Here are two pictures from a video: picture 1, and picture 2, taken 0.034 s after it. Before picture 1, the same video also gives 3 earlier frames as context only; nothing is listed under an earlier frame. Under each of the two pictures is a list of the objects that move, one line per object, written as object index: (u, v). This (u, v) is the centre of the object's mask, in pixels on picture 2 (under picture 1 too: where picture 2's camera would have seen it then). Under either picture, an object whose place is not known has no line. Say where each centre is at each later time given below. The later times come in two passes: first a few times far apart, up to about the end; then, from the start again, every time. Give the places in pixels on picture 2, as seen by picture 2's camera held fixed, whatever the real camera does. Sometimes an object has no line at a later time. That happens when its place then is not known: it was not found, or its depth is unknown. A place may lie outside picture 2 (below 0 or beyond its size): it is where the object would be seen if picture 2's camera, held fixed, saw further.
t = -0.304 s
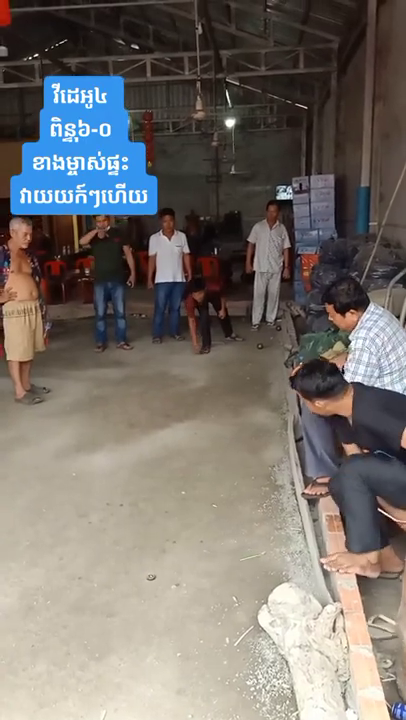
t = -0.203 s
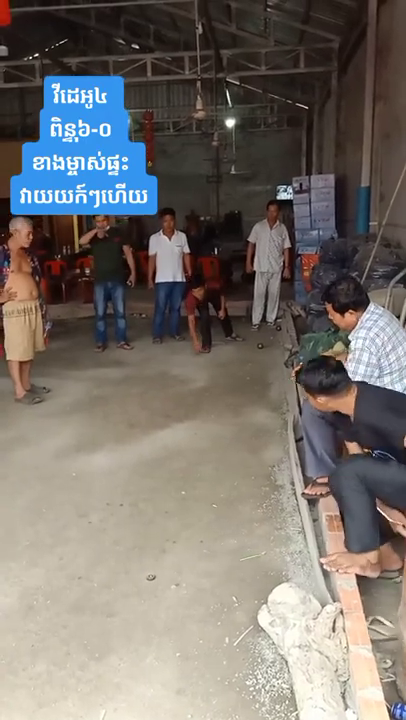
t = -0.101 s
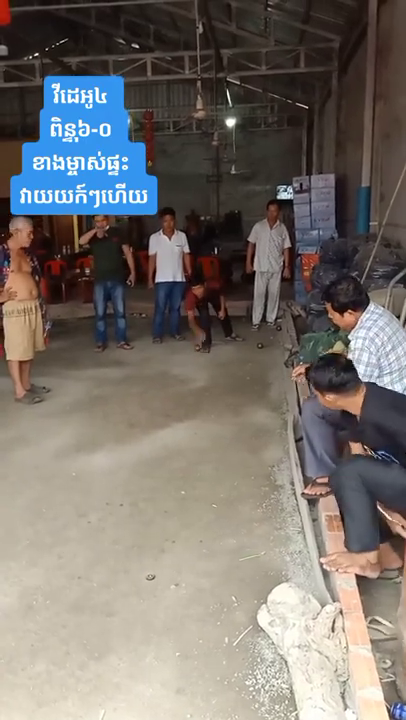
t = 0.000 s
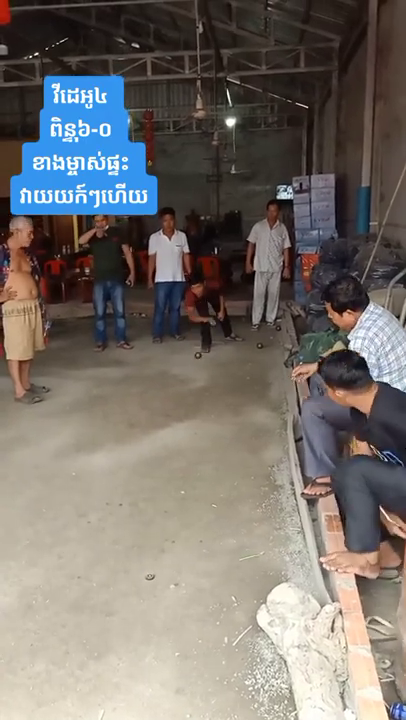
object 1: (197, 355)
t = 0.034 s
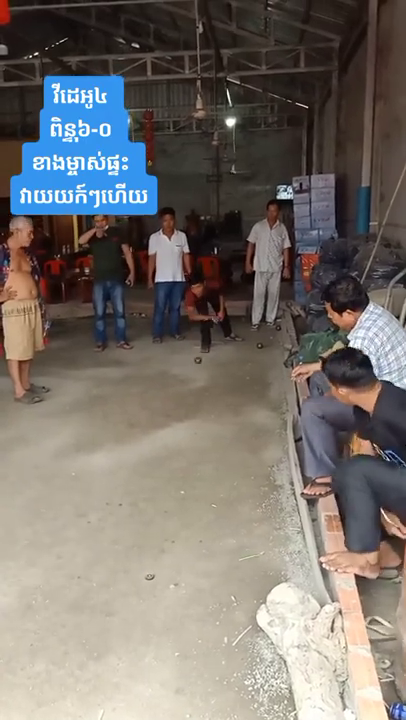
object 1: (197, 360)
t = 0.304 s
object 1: (199, 393)
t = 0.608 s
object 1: (201, 408)
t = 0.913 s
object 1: (203, 424)
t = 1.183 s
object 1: (207, 439)
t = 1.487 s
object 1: (213, 456)
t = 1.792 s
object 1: (220, 471)
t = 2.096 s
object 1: (223, 483)
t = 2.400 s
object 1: (226, 493)
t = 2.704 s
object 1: (230, 500)
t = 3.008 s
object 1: (231, 505)
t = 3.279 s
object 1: (228, 508)
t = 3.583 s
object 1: (227, 508)
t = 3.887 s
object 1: (227, 508)
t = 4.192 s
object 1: (227, 508)
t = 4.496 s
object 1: (227, 508)
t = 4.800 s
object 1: (227, 508)
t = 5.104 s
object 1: (227, 508)
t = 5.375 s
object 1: (227, 508)
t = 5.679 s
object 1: (227, 508)
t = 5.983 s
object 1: (227, 508)
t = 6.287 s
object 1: (227, 508)
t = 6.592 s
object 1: (227, 508)
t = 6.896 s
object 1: (227, 508)
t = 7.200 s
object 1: (227, 508)
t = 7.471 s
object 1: (227, 508)
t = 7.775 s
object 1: (227, 508)
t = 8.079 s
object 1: (227, 508)
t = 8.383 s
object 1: (227, 508)
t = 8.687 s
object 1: (227, 508)
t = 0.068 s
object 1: (198, 366)
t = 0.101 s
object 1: (198, 374)
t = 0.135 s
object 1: (199, 383)
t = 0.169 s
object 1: (199, 384)
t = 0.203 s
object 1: (199, 386)
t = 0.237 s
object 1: (199, 389)
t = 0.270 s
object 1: (199, 392)
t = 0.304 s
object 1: (199, 393)
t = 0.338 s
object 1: (199, 395)
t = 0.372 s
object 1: (199, 396)
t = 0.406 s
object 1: (200, 398)
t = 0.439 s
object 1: (200, 400)
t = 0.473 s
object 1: (200, 401)
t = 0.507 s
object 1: (200, 403)
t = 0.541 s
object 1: (200, 405)
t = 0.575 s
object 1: (201, 407)
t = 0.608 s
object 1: (201, 408)
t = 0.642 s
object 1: (201, 410)
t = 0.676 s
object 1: (201, 411)
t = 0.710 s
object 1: (201, 413)
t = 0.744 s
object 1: (202, 414)
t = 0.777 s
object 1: (202, 417)
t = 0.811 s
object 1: (202, 419)
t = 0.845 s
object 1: (202, 420)
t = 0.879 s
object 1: (203, 423)
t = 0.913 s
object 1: (203, 424)
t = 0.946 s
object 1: (204, 426)
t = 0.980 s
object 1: (204, 428)
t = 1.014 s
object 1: (204, 430)
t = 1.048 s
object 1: (205, 432)
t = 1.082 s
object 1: (205, 434)
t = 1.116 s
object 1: (206, 435)
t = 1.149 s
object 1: (207, 437)
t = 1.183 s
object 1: (207, 439)
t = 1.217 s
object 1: (208, 441)
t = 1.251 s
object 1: (208, 443)
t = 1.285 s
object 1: (209, 445)
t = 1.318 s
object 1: (209, 447)
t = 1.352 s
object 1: (210, 449)
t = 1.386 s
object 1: (211, 450)
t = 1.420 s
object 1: (211, 452)
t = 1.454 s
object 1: (212, 454)
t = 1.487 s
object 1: (213, 456)
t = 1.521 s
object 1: (214, 458)
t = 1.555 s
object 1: (214, 459)
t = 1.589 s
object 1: (215, 462)
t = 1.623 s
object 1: (215, 463)
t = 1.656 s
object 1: (217, 464)
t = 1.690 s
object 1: (217, 467)
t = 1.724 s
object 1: (218, 468)
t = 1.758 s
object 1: (219, 470)
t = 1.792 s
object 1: (220, 471)
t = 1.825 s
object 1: (221, 473)
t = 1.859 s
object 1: (221, 474)
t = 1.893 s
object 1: (221, 475)
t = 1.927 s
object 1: (221, 477)
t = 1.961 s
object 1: (221, 478)
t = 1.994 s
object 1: (222, 480)
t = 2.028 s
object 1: (222, 481)
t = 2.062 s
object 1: (222, 482)
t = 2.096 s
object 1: (223, 483)
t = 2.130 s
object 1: (223, 484)
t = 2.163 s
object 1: (223, 485)
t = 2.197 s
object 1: (224, 487)
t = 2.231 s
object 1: (224, 488)
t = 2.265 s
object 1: (224, 489)
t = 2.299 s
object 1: (225, 490)
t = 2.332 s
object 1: (225, 491)
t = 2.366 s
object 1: (225, 492)
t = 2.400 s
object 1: (226, 493)
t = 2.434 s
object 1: (227, 494)
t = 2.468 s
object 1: (227, 495)
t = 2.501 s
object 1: (228, 495)
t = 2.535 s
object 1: (228, 496)
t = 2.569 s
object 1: (229, 497)
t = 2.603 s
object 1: (229, 498)
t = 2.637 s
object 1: (230, 499)
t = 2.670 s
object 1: (230, 499)
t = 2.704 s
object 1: (230, 500)
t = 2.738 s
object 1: (231, 500)
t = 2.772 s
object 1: (231, 501)
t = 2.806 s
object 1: (232, 502)
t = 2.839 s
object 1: (232, 502)
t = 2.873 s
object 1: (232, 503)
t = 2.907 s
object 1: (232, 504)
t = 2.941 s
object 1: (232, 504)
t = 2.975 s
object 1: (231, 505)
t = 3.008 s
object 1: (231, 505)
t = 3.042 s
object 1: (231, 506)
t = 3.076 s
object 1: (231, 506)
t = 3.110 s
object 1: (231, 506)
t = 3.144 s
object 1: (230, 507)
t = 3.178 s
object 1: (229, 507)
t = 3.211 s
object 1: (229, 507)
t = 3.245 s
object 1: (228, 507)
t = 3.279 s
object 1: (228, 508)
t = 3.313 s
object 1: (227, 508)
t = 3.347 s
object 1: (226, 508)
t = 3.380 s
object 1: (227, 508)
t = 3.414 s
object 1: (227, 508)
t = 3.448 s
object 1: (227, 508)
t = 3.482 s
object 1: (227, 508)
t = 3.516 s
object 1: (227, 508)
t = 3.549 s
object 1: (227, 508)
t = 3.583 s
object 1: (227, 508)
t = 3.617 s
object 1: (227, 508)
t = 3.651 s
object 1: (227, 508)
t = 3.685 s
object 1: (227, 508)
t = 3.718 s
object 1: (227, 508)
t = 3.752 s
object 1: (227, 508)
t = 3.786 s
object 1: (227, 508)
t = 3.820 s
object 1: (227, 508)
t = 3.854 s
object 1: (227, 508)
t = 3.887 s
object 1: (227, 508)
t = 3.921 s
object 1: (227, 508)
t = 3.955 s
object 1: (227, 508)
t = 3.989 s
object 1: (227, 508)
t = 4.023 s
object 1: (227, 508)
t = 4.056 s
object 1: (227, 508)
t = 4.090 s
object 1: (227, 508)
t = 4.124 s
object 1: (227, 508)
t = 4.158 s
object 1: (227, 508)
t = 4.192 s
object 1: (227, 508)
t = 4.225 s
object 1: (227, 508)
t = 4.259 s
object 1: (227, 508)
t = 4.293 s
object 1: (227, 508)
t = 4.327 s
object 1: (227, 508)
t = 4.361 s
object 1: (227, 508)
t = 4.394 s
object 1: (227, 508)
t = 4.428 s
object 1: (227, 508)
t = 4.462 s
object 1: (227, 508)
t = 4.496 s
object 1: (227, 508)
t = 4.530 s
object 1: (227, 508)
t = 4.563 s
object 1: (227, 508)
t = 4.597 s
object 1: (227, 508)
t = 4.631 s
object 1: (227, 508)
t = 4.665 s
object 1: (227, 508)
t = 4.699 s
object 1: (227, 508)
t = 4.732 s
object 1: (227, 508)
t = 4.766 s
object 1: (227, 508)
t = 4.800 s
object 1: (227, 508)
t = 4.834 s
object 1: (227, 508)
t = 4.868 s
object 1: (227, 508)
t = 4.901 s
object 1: (227, 508)
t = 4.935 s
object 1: (227, 508)
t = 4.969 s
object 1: (227, 508)
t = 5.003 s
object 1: (226, 508)
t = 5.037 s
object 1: (227, 508)
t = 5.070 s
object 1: (227, 508)
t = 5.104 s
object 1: (227, 508)
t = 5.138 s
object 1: (227, 508)
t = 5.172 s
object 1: (227, 508)
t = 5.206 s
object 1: (227, 508)
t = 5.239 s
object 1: (227, 508)
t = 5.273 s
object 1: (227, 508)
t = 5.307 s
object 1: (227, 508)
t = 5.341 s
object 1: (227, 508)
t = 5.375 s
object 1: (227, 508)
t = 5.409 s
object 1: (227, 508)
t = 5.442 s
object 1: (227, 508)
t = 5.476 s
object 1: (227, 508)
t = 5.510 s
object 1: (227, 508)
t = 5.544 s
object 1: (227, 508)
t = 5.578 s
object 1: (227, 508)
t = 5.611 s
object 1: (227, 508)
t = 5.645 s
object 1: (227, 508)
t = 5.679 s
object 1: (227, 508)
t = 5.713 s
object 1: (227, 508)
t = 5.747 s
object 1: (227, 508)
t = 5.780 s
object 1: (227, 508)
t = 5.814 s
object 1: (227, 508)
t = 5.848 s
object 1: (227, 508)
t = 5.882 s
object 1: (227, 508)
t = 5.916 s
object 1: (227, 508)
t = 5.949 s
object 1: (227, 508)
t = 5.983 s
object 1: (227, 508)
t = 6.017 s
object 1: (227, 508)
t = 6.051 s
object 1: (227, 508)
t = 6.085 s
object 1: (227, 508)
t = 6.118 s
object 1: (227, 508)
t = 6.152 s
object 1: (227, 508)
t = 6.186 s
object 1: (227, 508)
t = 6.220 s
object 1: (227, 508)
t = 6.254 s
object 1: (227, 508)
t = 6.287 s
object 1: (227, 508)
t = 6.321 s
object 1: (227, 508)
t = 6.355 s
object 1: (227, 508)
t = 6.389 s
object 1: (227, 508)
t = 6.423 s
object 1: (227, 508)
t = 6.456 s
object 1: (227, 508)
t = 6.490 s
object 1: (227, 508)
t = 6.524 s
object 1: (227, 508)
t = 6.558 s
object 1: (227, 508)
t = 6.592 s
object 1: (227, 508)
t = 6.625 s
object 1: (227, 508)
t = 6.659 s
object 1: (227, 508)
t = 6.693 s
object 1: (227, 508)
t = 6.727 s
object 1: (227, 508)
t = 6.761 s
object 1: (227, 508)
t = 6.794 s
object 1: (226, 508)
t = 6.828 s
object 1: (227, 508)
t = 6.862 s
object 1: (226, 508)
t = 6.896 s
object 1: (227, 508)
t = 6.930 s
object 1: (226, 508)
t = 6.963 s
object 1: (227, 508)
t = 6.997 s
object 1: (227, 508)
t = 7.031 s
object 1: (227, 508)
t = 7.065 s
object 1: (227, 508)
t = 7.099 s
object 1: (227, 508)
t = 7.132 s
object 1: (227, 508)
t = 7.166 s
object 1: (227, 508)
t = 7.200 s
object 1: (227, 508)
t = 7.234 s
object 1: (227, 508)
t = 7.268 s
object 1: (227, 508)
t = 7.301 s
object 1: (227, 508)
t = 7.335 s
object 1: (227, 508)
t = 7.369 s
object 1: (227, 508)
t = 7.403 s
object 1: (227, 508)
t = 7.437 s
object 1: (227, 508)
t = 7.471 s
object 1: (227, 508)
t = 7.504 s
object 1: (227, 508)
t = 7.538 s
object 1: (227, 508)
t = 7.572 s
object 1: (227, 508)
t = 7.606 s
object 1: (227, 508)
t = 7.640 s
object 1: (227, 508)
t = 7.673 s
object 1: (227, 508)
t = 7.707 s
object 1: (227, 508)
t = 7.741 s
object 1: (227, 508)
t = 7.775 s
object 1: (227, 508)
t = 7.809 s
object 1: (227, 508)
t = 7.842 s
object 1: (227, 508)
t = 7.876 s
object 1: (227, 508)
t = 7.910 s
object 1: (227, 508)
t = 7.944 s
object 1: (227, 508)
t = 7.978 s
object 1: (227, 508)
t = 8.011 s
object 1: (227, 508)
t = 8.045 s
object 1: (227, 508)
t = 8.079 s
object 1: (227, 508)
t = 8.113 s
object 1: (227, 508)
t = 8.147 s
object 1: (227, 508)
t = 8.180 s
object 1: (227, 508)
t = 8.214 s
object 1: (227, 508)
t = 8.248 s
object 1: (227, 508)
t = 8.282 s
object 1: (227, 508)
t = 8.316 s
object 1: (227, 508)
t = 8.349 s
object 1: (227, 508)
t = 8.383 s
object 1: (227, 508)
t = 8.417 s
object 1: (227, 508)
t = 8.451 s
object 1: (227, 508)
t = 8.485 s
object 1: (227, 508)
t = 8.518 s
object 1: (227, 508)
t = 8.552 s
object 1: (227, 508)
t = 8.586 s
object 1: (227, 508)
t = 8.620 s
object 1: (227, 508)
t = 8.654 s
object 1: (227, 508)
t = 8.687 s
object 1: (227, 508)
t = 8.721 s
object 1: (227, 508)
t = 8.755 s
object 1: (227, 508)
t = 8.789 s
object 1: (227, 508)
